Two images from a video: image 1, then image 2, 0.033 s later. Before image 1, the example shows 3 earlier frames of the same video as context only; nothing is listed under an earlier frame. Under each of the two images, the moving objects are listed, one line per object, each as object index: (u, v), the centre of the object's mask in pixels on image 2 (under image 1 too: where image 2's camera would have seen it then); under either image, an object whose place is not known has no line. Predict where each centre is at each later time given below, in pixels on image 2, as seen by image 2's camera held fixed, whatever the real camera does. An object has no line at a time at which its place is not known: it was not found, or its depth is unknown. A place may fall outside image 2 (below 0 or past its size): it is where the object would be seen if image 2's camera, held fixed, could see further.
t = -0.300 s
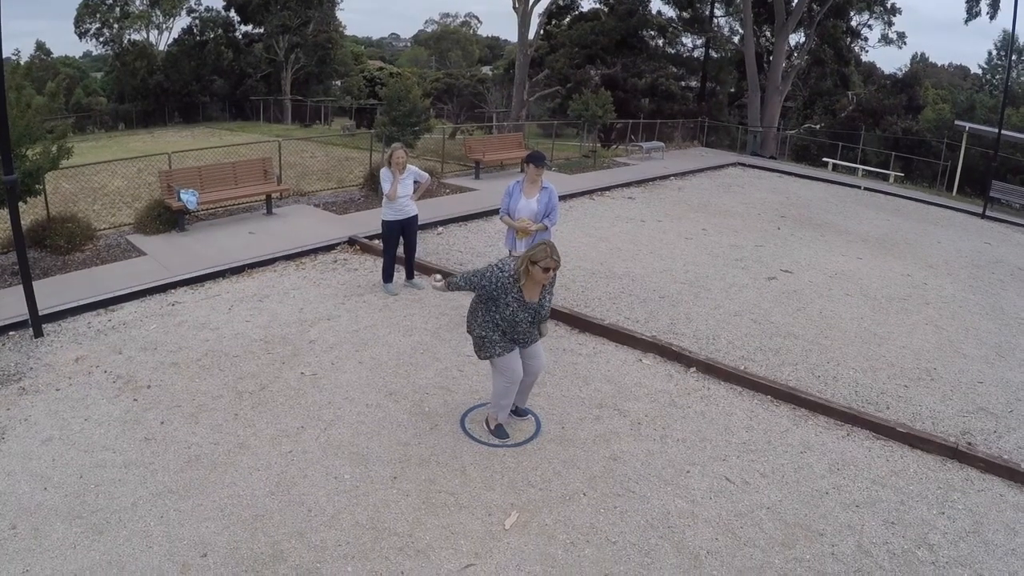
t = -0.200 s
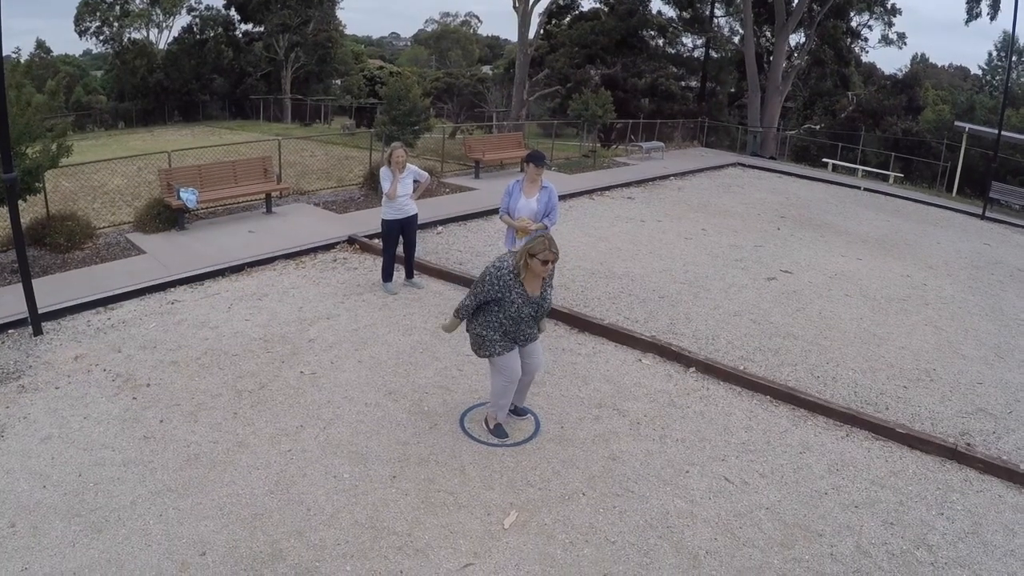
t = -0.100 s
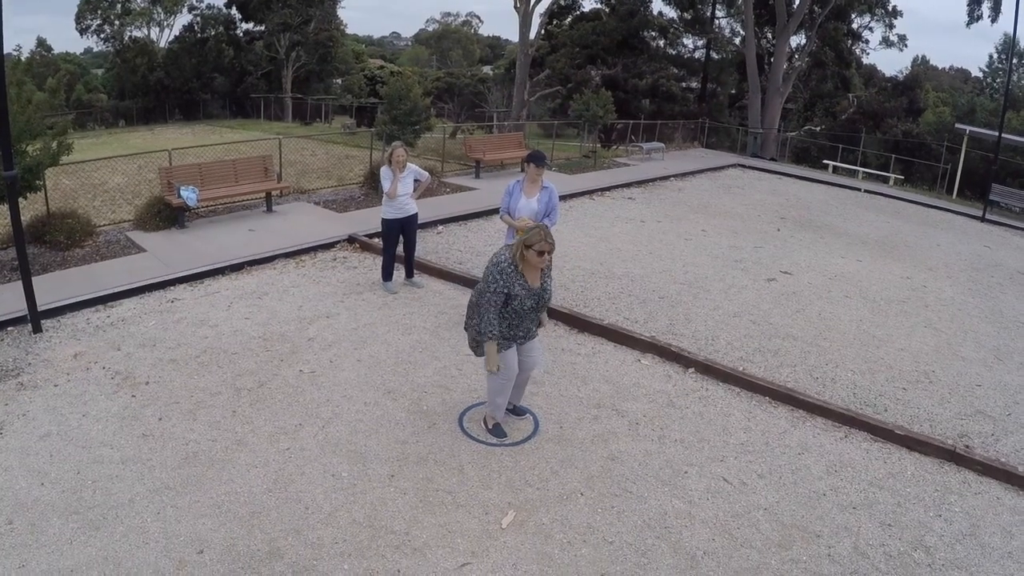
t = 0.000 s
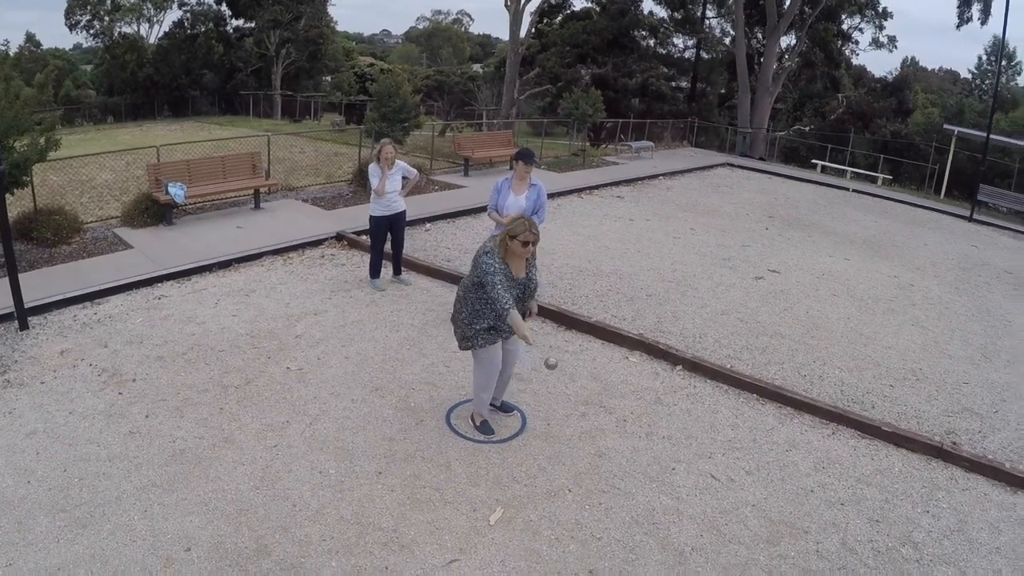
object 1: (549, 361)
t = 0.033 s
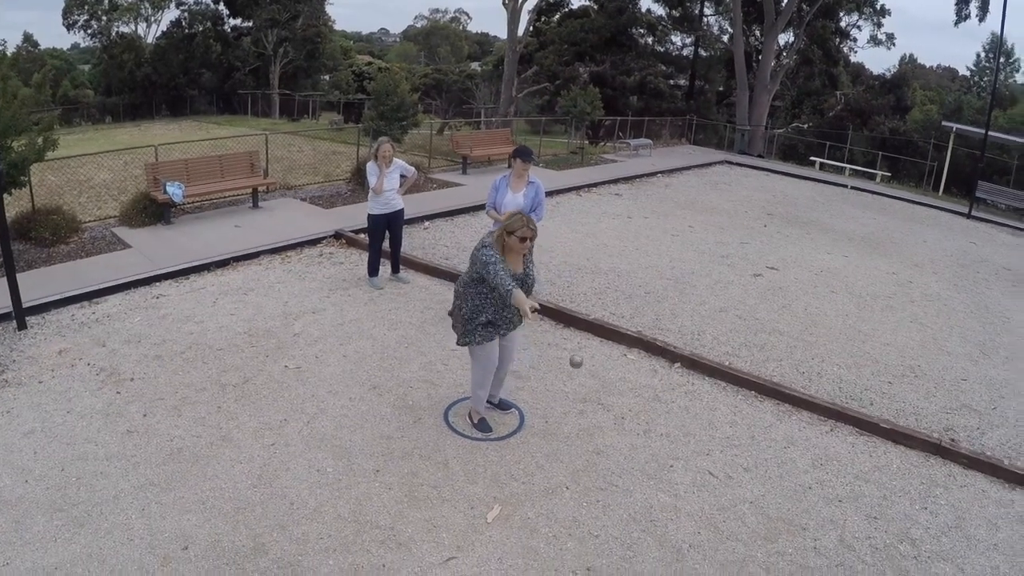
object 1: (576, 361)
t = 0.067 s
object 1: (604, 364)
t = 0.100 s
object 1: (634, 368)
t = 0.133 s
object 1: (666, 374)
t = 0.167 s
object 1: (701, 384)
